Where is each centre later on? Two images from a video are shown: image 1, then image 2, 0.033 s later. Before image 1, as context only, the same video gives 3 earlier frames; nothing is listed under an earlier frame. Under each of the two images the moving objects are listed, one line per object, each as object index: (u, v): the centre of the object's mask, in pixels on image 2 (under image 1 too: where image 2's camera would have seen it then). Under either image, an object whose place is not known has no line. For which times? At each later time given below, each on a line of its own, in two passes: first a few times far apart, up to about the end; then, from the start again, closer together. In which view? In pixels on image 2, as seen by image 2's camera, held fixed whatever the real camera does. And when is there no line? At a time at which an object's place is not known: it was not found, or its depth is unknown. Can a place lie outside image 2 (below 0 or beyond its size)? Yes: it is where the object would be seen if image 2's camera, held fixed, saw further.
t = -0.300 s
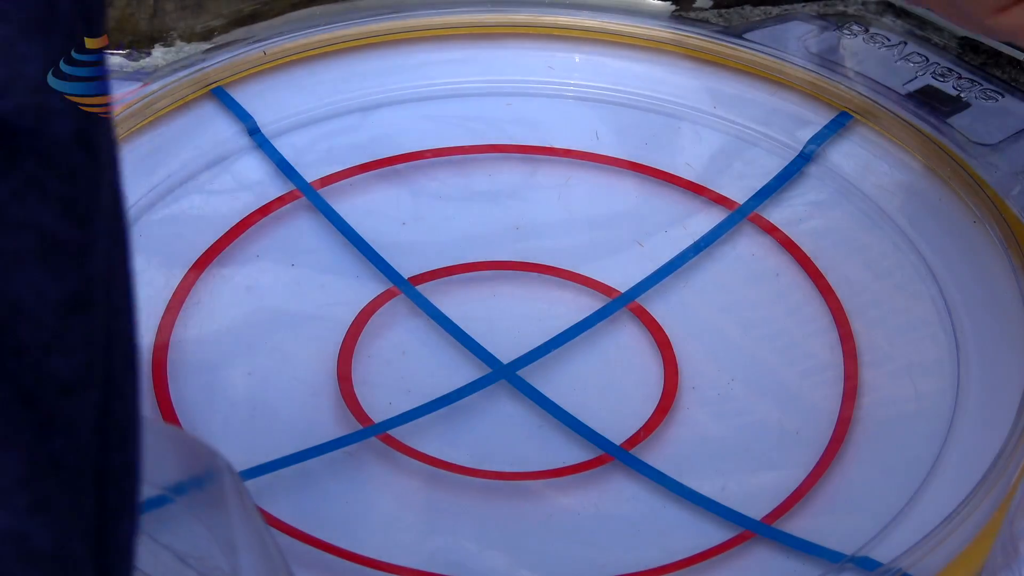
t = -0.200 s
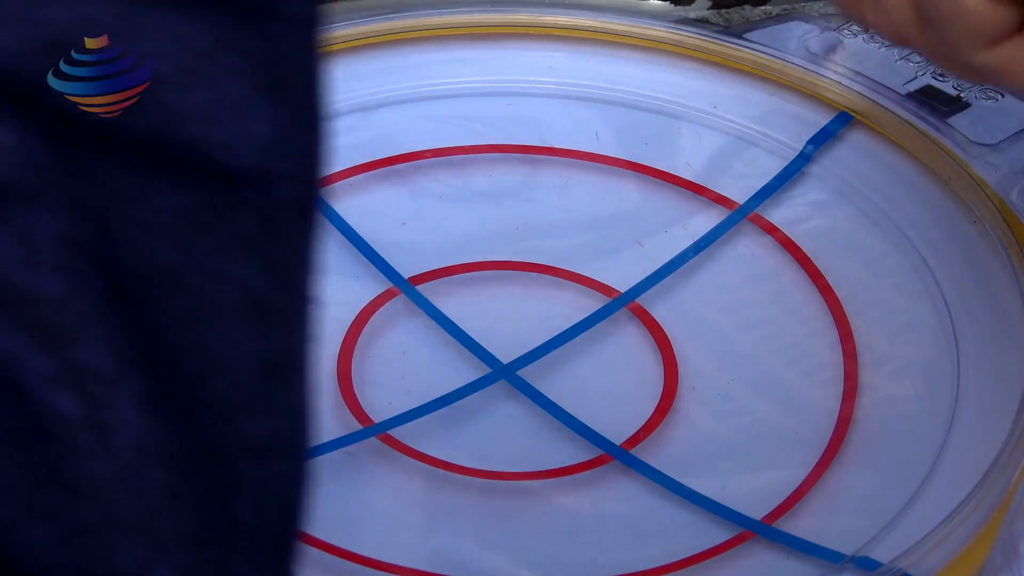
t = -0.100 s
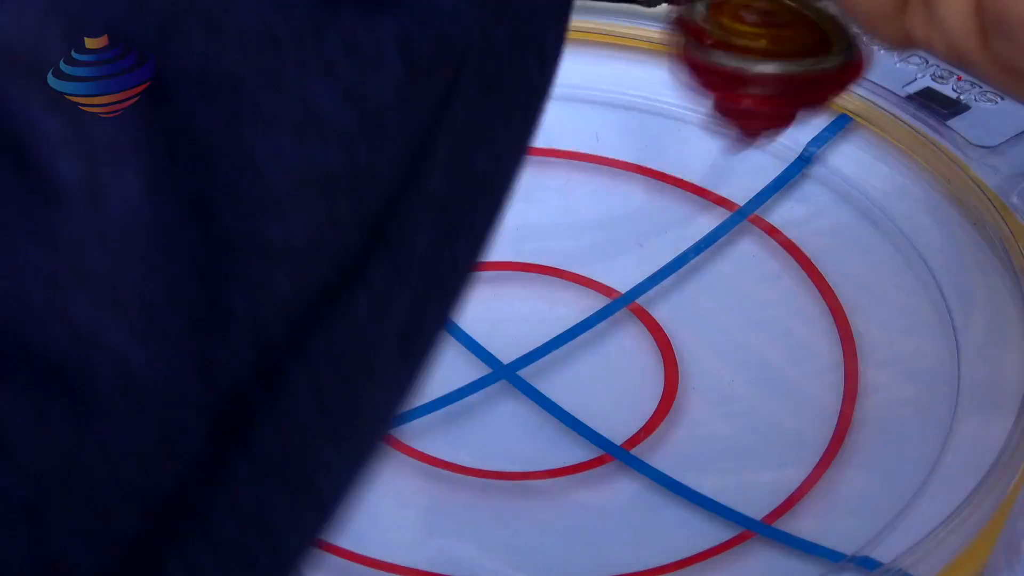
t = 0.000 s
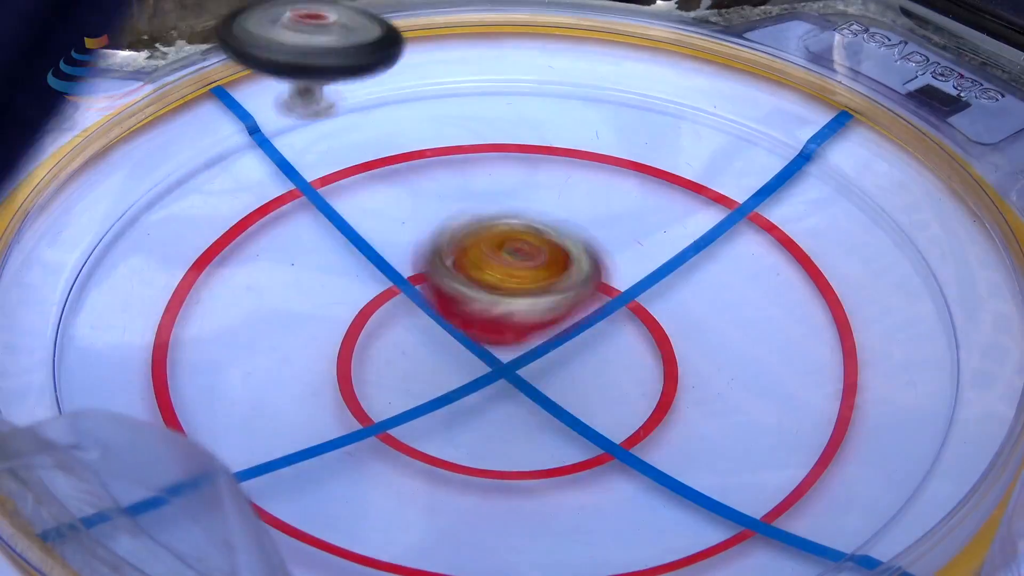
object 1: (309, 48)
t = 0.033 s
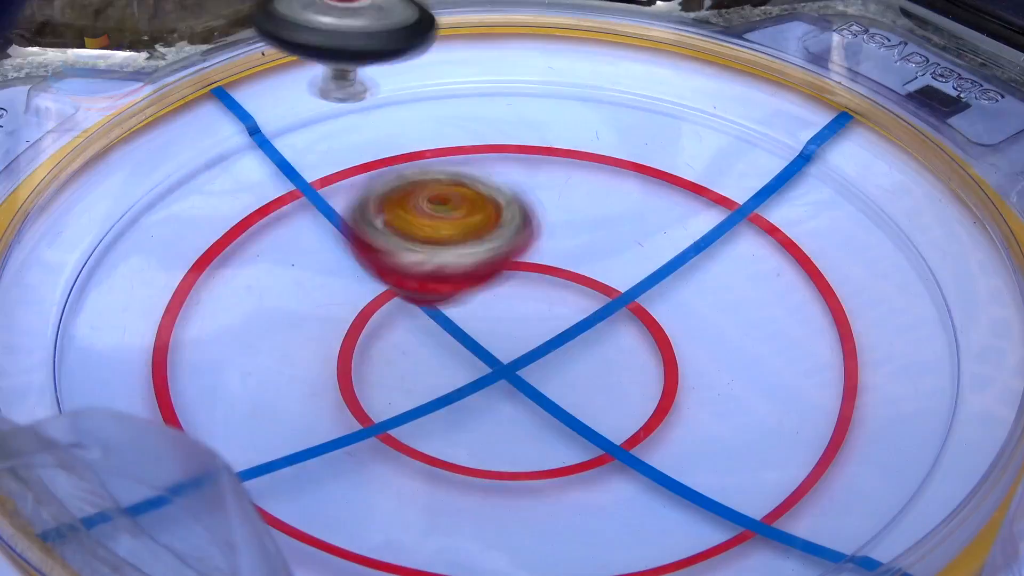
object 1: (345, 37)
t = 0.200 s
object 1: (493, 108)
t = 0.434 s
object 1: (583, 227)
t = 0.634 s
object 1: (800, 228)
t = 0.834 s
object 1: (892, 257)
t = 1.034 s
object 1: (711, 270)
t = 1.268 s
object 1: (551, 150)
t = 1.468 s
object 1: (467, 140)
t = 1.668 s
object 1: (407, 153)
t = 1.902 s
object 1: (371, 168)
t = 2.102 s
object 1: (368, 190)
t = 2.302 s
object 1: (363, 210)
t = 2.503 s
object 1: (349, 223)
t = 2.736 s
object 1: (328, 235)
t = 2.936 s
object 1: (323, 251)
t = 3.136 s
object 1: (331, 264)
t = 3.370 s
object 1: (382, 285)
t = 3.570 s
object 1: (310, 248)
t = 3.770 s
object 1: (188, 227)
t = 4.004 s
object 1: (272, 311)
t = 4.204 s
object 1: (412, 360)
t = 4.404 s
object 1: (585, 414)
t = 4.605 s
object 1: (688, 341)
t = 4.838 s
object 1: (686, 279)
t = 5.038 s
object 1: (651, 248)
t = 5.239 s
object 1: (615, 231)
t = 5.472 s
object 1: (566, 235)
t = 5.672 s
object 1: (593, 265)
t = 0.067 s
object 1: (378, 48)
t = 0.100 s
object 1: (414, 102)
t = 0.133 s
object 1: (446, 184)
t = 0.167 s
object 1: (470, 138)
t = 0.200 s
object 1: (493, 108)
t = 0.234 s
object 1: (516, 111)
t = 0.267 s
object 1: (541, 147)
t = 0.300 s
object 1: (557, 169)
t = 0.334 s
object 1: (568, 168)
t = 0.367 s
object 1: (579, 196)
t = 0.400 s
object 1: (583, 206)
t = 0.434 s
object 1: (583, 227)
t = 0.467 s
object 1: (582, 239)
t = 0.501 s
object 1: (578, 248)
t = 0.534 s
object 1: (572, 256)
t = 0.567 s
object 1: (649, 246)
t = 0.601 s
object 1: (731, 237)
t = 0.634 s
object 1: (800, 228)
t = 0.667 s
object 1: (853, 224)
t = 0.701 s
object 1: (887, 223)
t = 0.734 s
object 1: (904, 229)
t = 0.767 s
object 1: (907, 238)
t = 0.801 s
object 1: (903, 247)
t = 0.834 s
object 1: (892, 257)
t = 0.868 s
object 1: (875, 264)
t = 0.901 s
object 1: (852, 270)
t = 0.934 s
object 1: (822, 274)
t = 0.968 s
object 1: (790, 277)
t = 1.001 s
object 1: (752, 275)
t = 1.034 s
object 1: (711, 270)
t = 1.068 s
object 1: (669, 265)
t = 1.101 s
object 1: (627, 257)
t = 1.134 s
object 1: (587, 249)
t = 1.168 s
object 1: (558, 232)
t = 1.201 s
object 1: (561, 198)
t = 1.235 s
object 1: (558, 170)
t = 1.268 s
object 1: (551, 150)
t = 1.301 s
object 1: (539, 140)
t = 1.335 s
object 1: (524, 137)
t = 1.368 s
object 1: (511, 136)
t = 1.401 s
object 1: (496, 136)
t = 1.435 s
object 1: (481, 138)
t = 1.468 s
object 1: (467, 140)
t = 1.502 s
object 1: (453, 141)
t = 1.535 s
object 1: (441, 145)
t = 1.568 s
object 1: (432, 147)
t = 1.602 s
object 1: (423, 150)
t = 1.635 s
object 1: (414, 153)
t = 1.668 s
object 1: (407, 153)
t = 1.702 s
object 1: (399, 151)
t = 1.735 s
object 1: (389, 150)
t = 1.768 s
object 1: (383, 152)
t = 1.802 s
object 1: (380, 155)
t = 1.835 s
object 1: (376, 159)
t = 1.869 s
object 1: (373, 164)
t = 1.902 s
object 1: (371, 168)
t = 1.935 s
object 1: (369, 172)
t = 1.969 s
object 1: (367, 176)
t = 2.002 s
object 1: (366, 178)
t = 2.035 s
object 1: (367, 182)
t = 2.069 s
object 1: (367, 187)
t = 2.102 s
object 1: (368, 190)
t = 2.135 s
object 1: (368, 193)
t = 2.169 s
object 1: (368, 198)
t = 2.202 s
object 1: (366, 203)
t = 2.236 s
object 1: (365, 206)
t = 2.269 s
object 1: (364, 209)
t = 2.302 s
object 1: (363, 210)
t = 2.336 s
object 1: (362, 213)
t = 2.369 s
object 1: (360, 216)
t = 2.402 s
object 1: (359, 218)
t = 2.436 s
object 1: (356, 220)
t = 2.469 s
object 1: (352, 222)
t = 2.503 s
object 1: (349, 223)
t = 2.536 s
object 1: (346, 225)
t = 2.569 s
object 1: (342, 226)
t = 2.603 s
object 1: (340, 227)
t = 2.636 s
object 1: (336, 228)
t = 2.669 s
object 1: (333, 230)
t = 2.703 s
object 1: (330, 232)
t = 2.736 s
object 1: (328, 235)
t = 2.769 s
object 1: (325, 237)
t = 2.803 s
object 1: (323, 239)
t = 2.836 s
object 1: (323, 243)
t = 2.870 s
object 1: (324, 246)
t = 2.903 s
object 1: (323, 249)
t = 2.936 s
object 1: (323, 251)
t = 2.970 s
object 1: (322, 253)
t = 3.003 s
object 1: (323, 256)
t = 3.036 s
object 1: (324, 258)
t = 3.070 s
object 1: (326, 260)
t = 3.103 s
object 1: (328, 262)
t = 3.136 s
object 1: (331, 264)
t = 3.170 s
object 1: (336, 267)
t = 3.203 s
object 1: (342, 270)
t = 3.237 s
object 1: (348, 274)
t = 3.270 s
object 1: (355, 277)
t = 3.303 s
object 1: (363, 280)
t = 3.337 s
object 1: (373, 283)
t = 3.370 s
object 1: (382, 285)
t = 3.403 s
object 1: (393, 288)
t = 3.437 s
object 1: (403, 290)
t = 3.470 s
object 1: (414, 292)
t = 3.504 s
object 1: (422, 294)
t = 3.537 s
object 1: (366, 264)
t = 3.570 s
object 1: (310, 248)
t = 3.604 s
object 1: (264, 233)
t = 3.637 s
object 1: (228, 219)
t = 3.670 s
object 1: (202, 212)
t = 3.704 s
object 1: (186, 211)
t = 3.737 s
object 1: (184, 215)
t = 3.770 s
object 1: (188, 227)
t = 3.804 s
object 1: (194, 239)
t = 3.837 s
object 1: (203, 252)
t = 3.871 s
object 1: (214, 266)
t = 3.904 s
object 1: (226, 278)
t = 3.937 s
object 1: (239, 290)
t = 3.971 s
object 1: (254, 300)
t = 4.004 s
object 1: (272, 311)
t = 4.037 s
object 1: (292, 322)
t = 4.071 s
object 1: (313, 332)
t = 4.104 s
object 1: (336, 340)
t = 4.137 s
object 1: (361, 348)
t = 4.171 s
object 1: (386, 355)
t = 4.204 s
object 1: (412, 360)
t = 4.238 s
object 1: (432, 372)
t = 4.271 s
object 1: (457, 395)
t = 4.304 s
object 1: (487, 409)
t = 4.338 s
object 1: (520, 416)
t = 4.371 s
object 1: (554, 417)
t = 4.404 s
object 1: (585, 414)
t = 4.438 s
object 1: (613, 407)
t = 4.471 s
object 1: (639, 396)
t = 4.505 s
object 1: (658, 383)
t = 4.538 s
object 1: (672, 369)
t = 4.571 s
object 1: (682, 356)
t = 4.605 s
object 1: (688, 341)
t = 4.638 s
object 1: (690, 329)
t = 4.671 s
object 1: (691, 318)
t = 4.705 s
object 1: (692, 310)
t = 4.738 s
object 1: (692, 302)
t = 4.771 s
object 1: (691, 294)
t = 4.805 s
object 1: (689, 287)
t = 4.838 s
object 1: (686, 279)
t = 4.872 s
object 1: (682, 273)
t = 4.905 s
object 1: (678, 266)
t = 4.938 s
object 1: (672, 261)
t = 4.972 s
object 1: (666, 256)
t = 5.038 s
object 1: (651, 248)
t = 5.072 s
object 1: (643, 245)
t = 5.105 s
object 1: (634, 242)
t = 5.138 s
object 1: (624, 240)
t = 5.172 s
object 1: (615, 239)
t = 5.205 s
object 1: (617, 234)
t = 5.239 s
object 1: (615, 231)
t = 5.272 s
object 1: (608, 230)
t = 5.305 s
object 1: (599, 229)
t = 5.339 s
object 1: (590, 229)
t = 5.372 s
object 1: (580, 230)
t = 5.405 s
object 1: (571, 232)
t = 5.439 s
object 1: (565, 234)
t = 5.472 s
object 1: (566, 235)
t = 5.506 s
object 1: (565, 237)
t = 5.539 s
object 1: (559, 242)
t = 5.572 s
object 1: (554, 250)
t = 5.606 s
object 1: (555, 256)
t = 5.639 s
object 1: (577, 260)
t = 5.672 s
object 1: (593, 265)
